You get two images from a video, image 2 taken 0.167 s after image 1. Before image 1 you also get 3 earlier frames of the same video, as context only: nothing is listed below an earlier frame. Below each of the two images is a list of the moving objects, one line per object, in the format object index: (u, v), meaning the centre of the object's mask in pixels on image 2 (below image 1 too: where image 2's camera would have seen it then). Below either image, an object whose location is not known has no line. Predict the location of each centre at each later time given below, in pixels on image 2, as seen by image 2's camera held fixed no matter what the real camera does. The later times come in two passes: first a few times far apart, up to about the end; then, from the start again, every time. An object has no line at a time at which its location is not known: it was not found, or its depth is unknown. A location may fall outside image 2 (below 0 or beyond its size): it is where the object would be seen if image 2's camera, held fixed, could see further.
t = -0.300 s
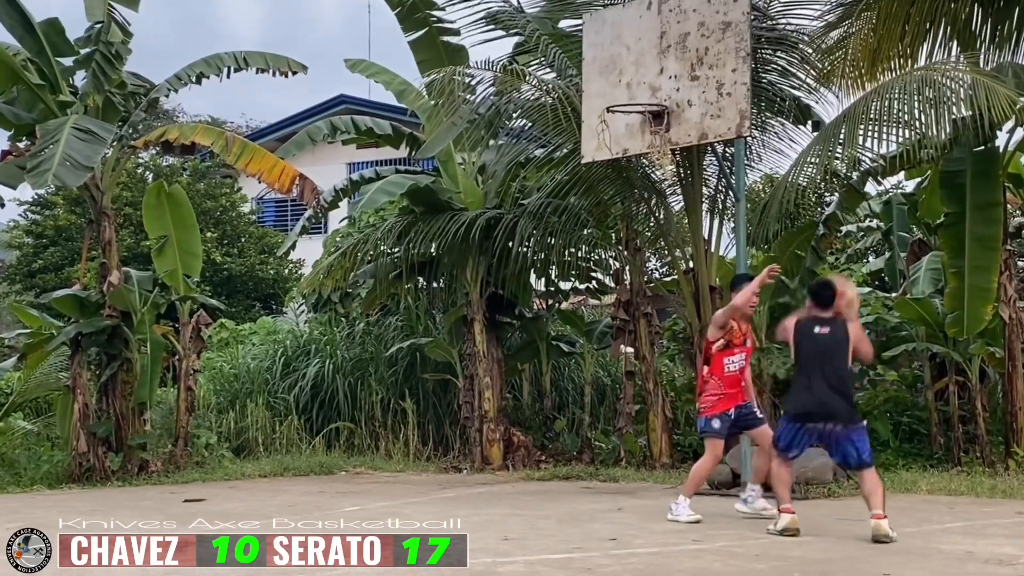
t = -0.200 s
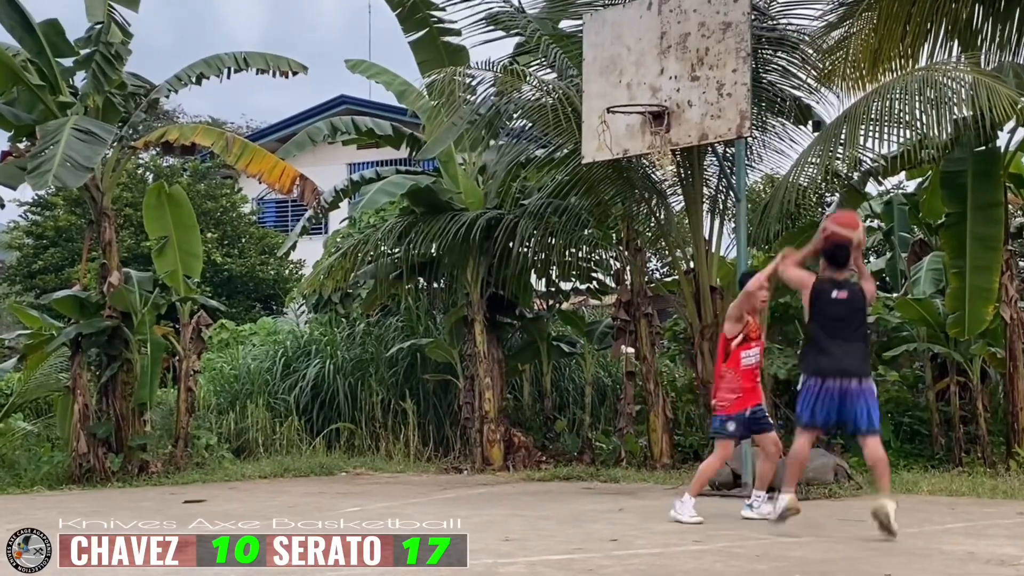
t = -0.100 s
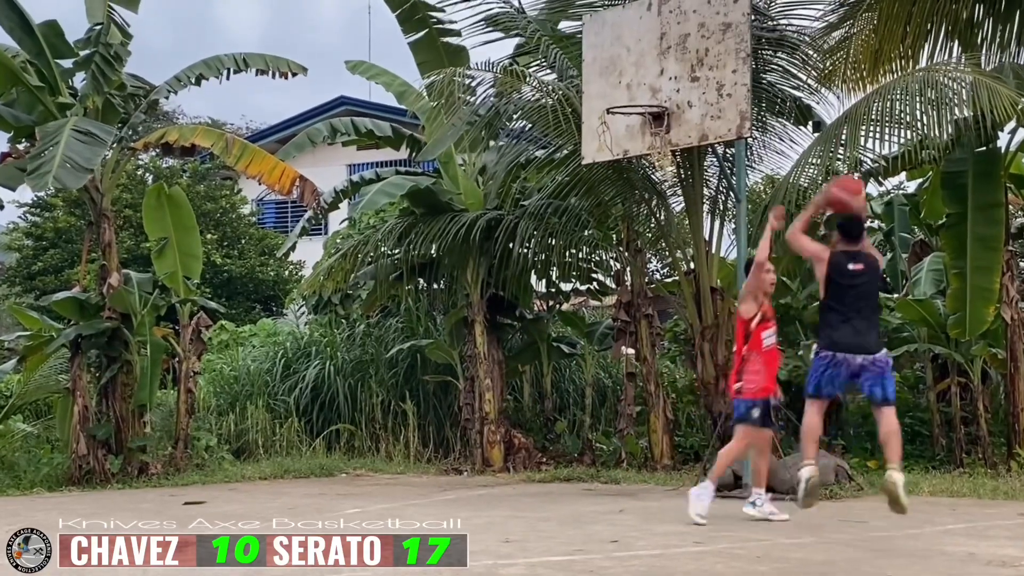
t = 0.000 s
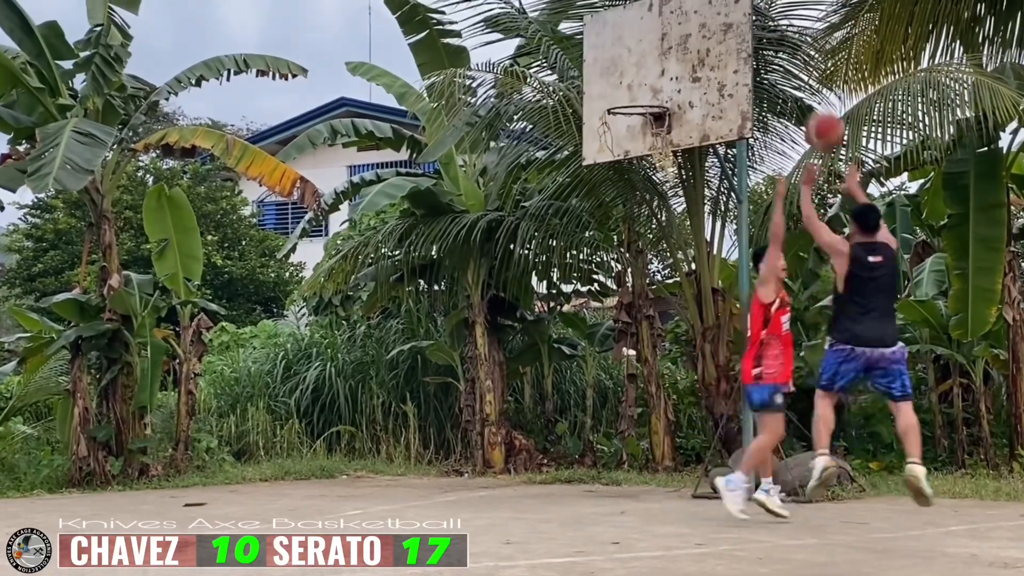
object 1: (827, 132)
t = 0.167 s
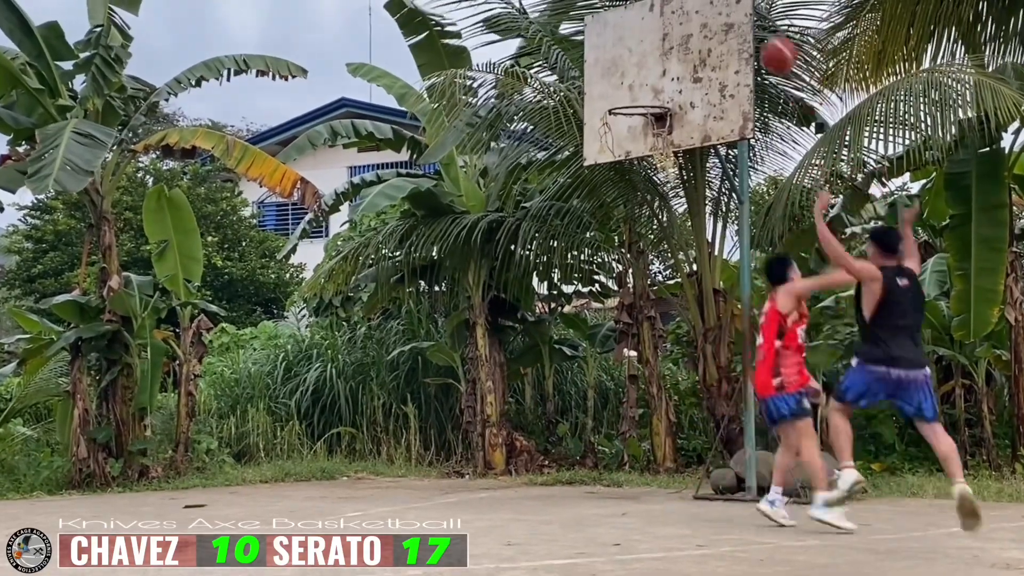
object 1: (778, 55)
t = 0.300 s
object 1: (747, 32)
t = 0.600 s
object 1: (674, 53)
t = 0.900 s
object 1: (650, 101)
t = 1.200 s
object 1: (632, 92)
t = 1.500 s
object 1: (624, 135)
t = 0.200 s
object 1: (771, 46)
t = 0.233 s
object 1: (763, 40)
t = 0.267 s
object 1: (754, 35)
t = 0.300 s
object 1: (747, 32)
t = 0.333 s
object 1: (738, 30)
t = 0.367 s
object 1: (731, 29)
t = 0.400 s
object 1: (724, 30)
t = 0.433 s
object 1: (716, 32)
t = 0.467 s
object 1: (710, 36)
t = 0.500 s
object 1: (706, 41)
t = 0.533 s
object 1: (696, 46)
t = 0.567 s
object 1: (684, 49)
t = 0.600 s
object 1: (674, 53)
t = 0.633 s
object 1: (665, 57)
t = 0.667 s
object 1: (655, 64)
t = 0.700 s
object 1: (646, 73)
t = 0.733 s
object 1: (635, 83)
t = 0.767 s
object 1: (626, 94)
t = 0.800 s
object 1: (624, 98)
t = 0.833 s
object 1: (633, 95)
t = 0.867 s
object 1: (642, 97)
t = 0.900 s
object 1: (650, 101)
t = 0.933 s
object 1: (651, 98)
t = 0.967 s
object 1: (648, 93)
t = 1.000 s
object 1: (646, 92)
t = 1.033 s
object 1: (642, 91)
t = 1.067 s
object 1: (639, 92)
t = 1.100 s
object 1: (636, 96)
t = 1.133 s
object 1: (635, 98)
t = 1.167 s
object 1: (633, 95)
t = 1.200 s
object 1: (632, 92)
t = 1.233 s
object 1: (631, 91)
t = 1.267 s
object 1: (631, 91)
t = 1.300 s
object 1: (629, 93)
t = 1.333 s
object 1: (628, 96)
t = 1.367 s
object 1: (628, 103)
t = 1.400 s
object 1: (627, 108)
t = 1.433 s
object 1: (626, 116)
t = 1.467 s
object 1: (625, 124)
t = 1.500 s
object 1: (624, 135)
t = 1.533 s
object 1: (624, 147)
